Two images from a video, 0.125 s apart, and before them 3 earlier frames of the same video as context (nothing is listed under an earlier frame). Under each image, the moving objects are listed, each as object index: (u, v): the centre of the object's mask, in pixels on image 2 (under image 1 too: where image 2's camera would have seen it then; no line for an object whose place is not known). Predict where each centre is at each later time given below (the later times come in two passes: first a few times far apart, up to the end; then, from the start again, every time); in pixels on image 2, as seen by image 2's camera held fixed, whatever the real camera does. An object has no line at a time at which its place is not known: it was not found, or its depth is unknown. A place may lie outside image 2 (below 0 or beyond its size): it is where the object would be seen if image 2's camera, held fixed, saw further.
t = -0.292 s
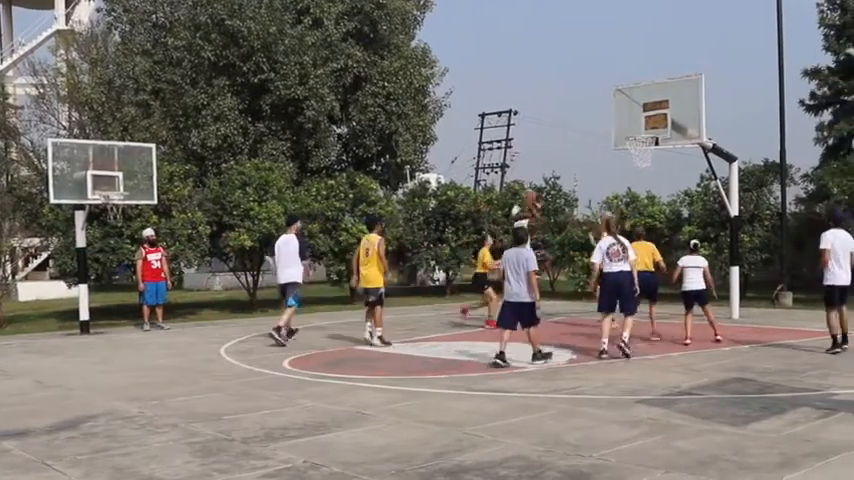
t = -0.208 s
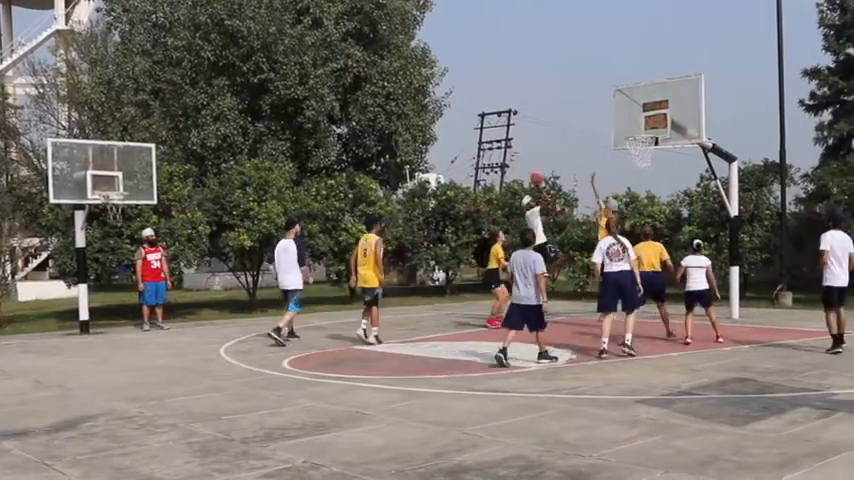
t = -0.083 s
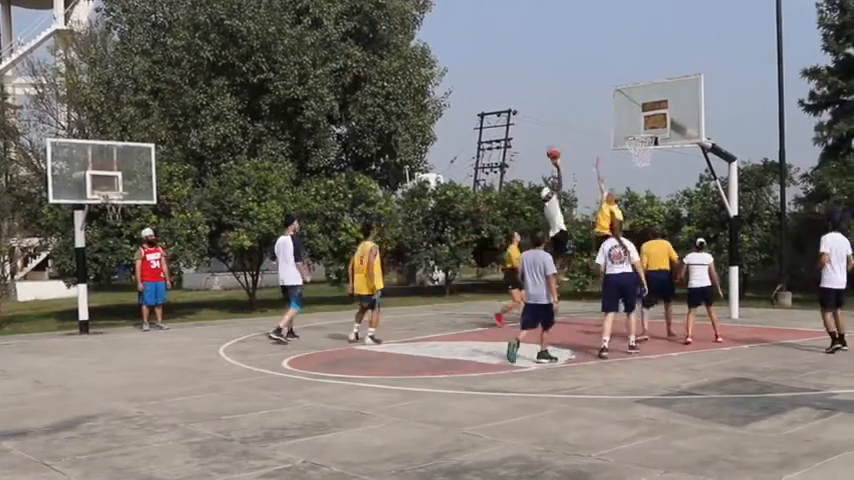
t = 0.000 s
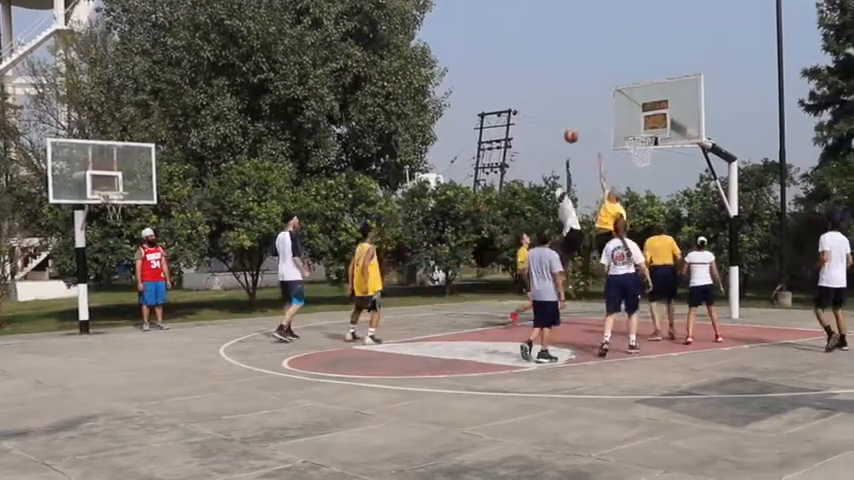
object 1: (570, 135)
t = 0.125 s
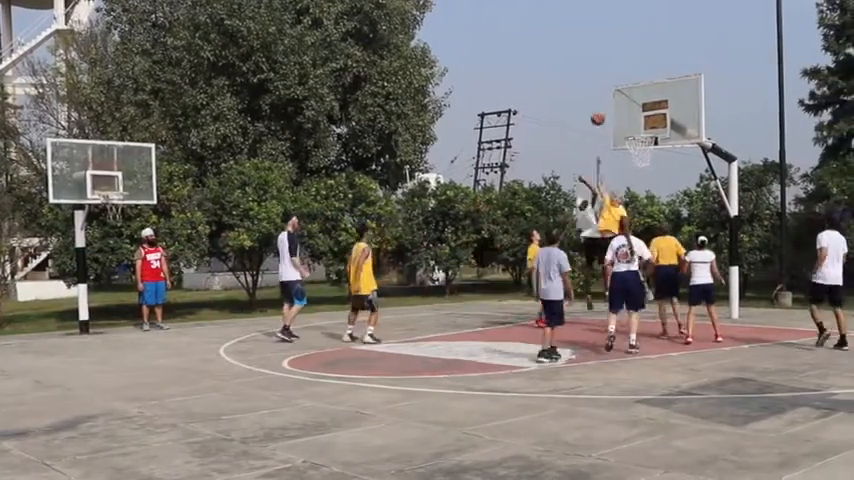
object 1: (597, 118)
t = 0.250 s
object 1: (624, 109)
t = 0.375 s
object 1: (628, 112)
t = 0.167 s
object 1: (606, 114)
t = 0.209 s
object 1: (615, 111)
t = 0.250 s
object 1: (624, 109)
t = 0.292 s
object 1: (626, 109)
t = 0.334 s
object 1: (627, 110)
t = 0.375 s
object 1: (628, 112)
